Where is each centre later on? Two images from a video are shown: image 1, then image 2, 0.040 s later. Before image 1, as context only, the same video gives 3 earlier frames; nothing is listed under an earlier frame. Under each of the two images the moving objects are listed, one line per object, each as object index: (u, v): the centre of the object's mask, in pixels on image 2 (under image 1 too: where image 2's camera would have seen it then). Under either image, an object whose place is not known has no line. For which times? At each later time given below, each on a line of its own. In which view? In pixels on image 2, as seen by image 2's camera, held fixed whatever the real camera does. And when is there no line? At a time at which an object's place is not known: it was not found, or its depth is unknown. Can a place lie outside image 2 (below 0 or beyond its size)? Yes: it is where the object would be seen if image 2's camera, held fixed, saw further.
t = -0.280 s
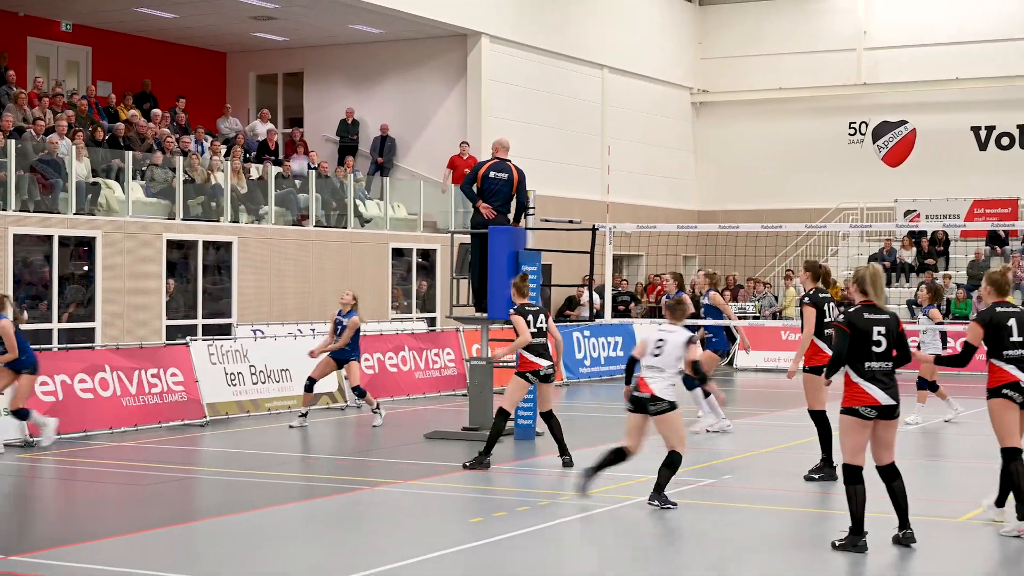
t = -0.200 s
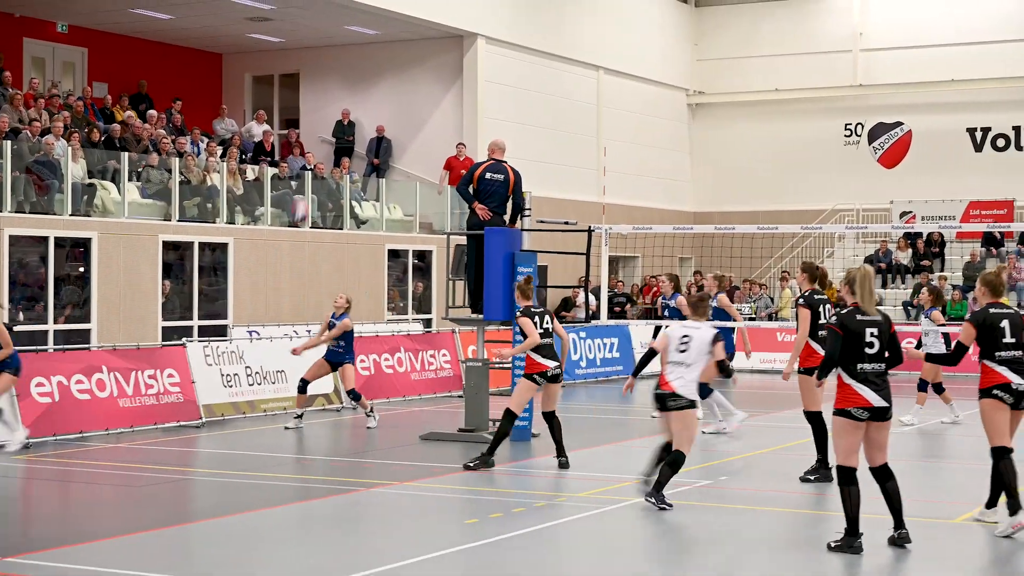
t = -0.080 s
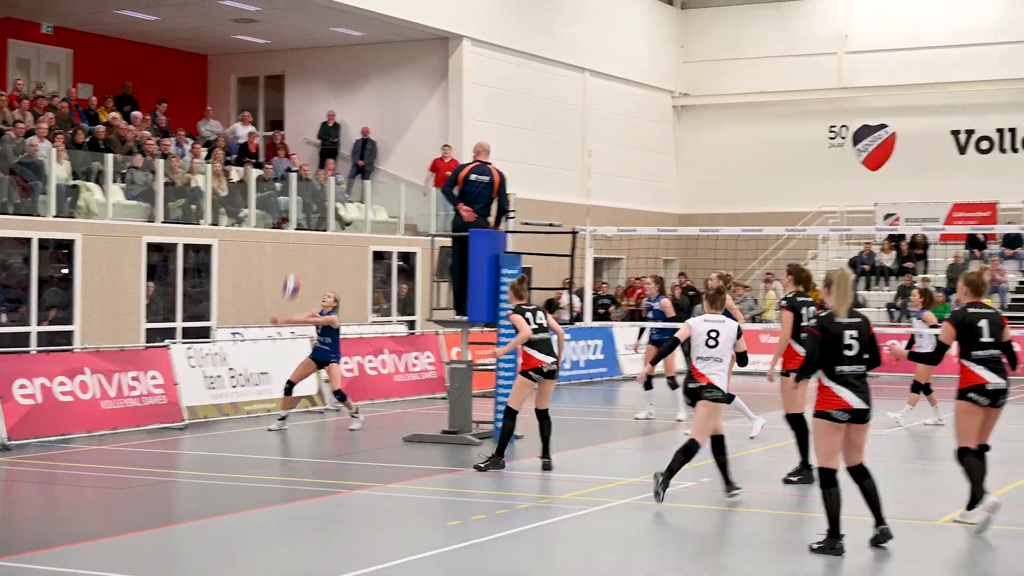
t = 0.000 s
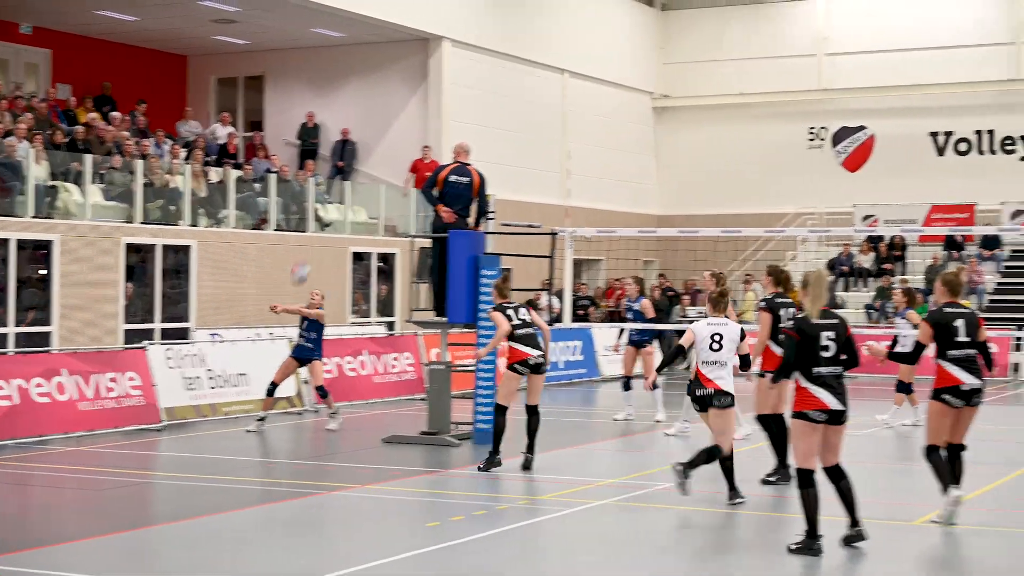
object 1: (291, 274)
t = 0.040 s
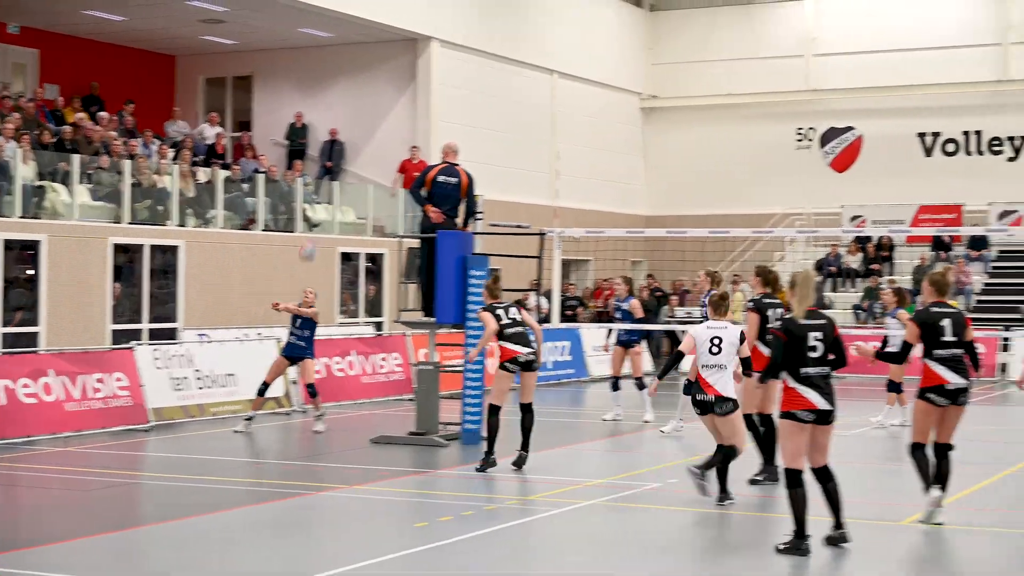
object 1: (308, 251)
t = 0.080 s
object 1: (326, 226)
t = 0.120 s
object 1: (344, 205)
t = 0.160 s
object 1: (361, 186)
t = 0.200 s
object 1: (379, 168)
